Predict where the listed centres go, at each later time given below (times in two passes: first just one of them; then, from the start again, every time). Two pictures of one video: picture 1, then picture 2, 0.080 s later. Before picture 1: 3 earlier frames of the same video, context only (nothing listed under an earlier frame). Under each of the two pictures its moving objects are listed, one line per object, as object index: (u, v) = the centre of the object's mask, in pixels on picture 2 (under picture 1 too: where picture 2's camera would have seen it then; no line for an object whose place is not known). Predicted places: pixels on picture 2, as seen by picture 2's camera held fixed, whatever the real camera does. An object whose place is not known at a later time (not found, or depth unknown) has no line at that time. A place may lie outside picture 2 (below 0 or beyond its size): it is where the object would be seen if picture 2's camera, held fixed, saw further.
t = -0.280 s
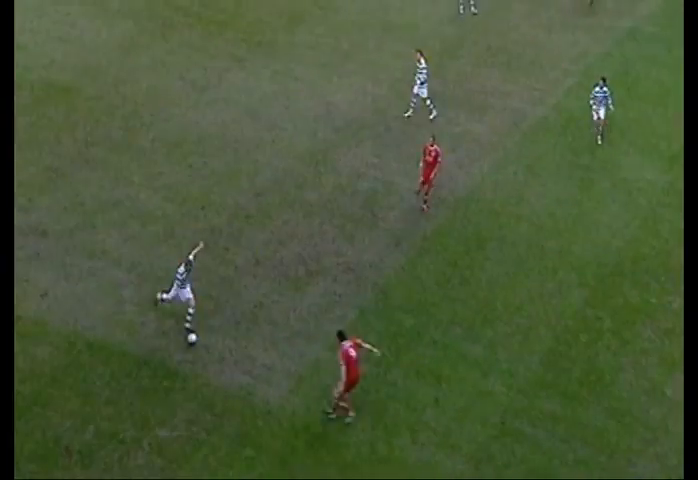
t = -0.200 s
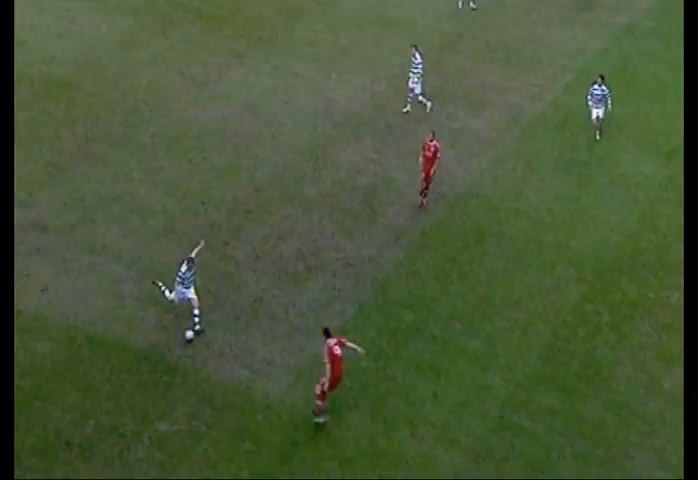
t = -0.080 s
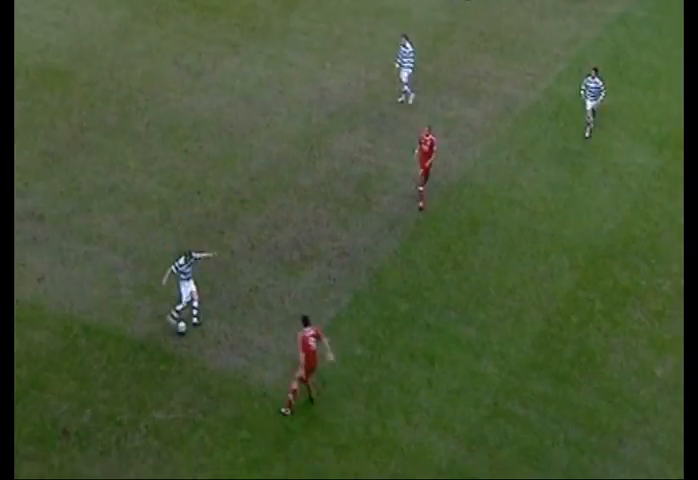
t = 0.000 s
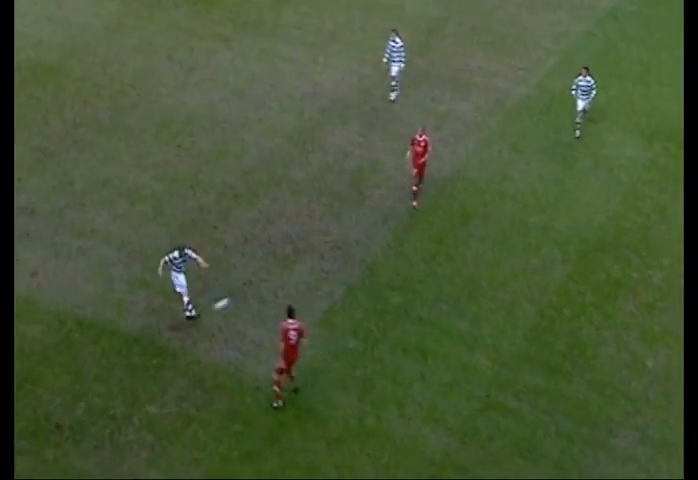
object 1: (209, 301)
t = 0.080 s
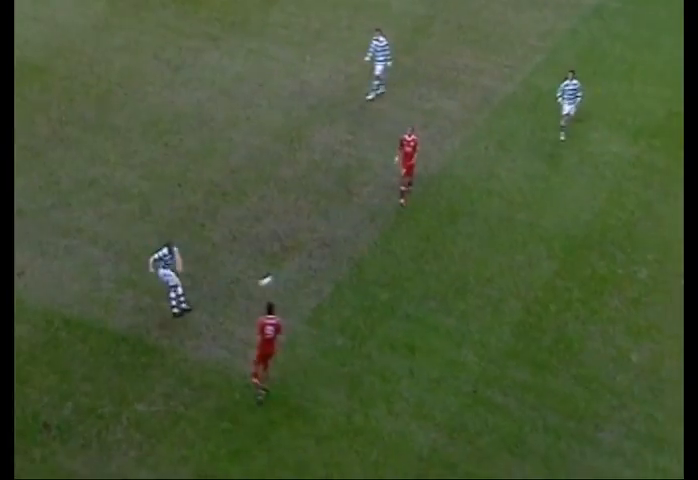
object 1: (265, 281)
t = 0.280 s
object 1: (407, 237)
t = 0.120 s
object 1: (295, 272)
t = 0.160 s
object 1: (323, 263)
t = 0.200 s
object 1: (352, 254)
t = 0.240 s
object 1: (381, 245)
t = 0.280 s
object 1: (407, 237)
